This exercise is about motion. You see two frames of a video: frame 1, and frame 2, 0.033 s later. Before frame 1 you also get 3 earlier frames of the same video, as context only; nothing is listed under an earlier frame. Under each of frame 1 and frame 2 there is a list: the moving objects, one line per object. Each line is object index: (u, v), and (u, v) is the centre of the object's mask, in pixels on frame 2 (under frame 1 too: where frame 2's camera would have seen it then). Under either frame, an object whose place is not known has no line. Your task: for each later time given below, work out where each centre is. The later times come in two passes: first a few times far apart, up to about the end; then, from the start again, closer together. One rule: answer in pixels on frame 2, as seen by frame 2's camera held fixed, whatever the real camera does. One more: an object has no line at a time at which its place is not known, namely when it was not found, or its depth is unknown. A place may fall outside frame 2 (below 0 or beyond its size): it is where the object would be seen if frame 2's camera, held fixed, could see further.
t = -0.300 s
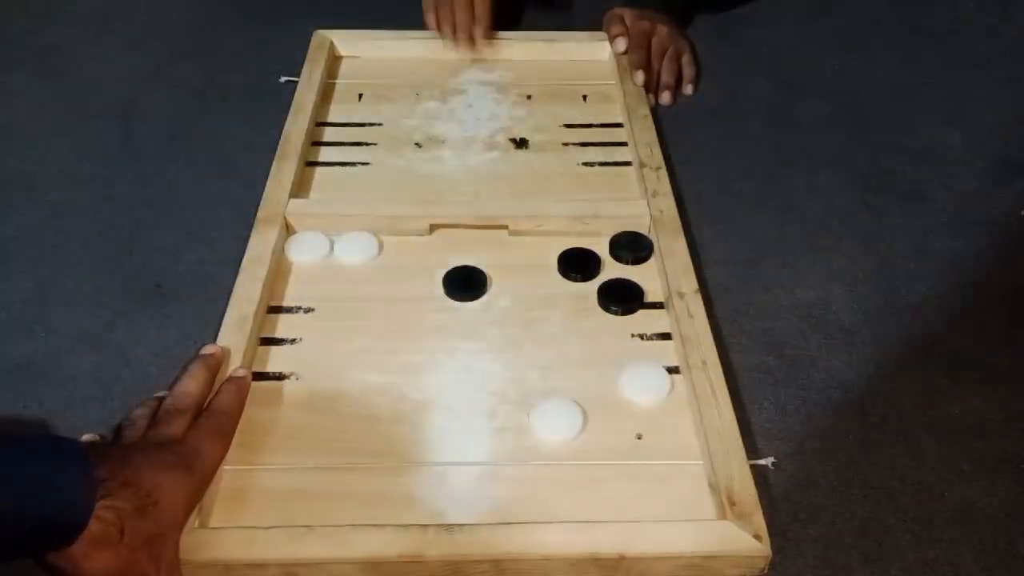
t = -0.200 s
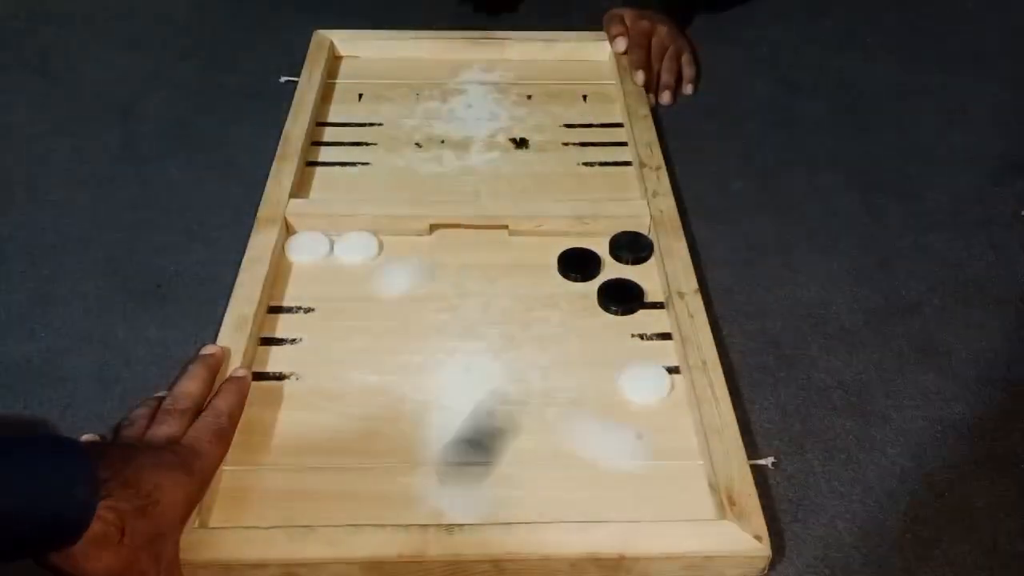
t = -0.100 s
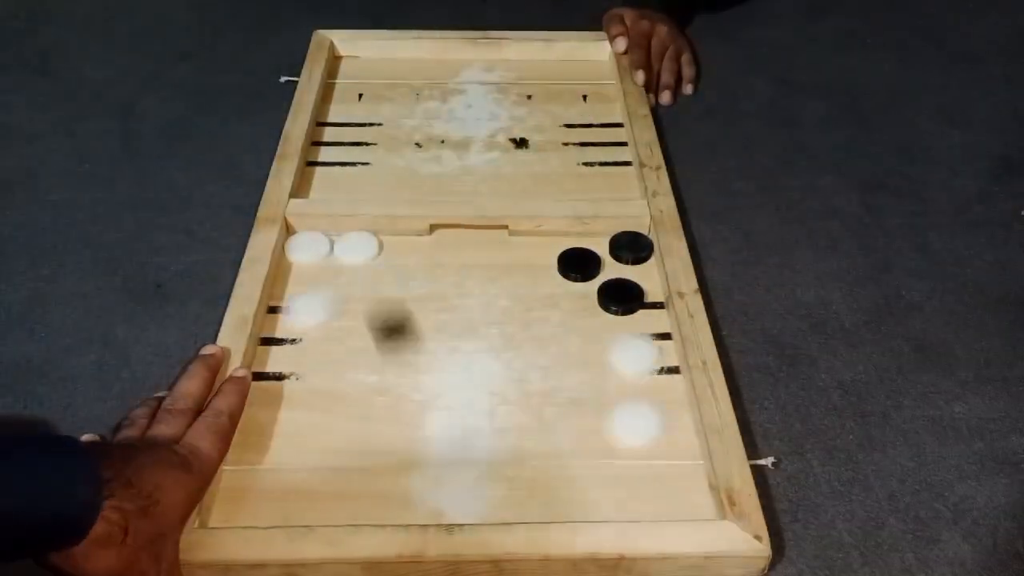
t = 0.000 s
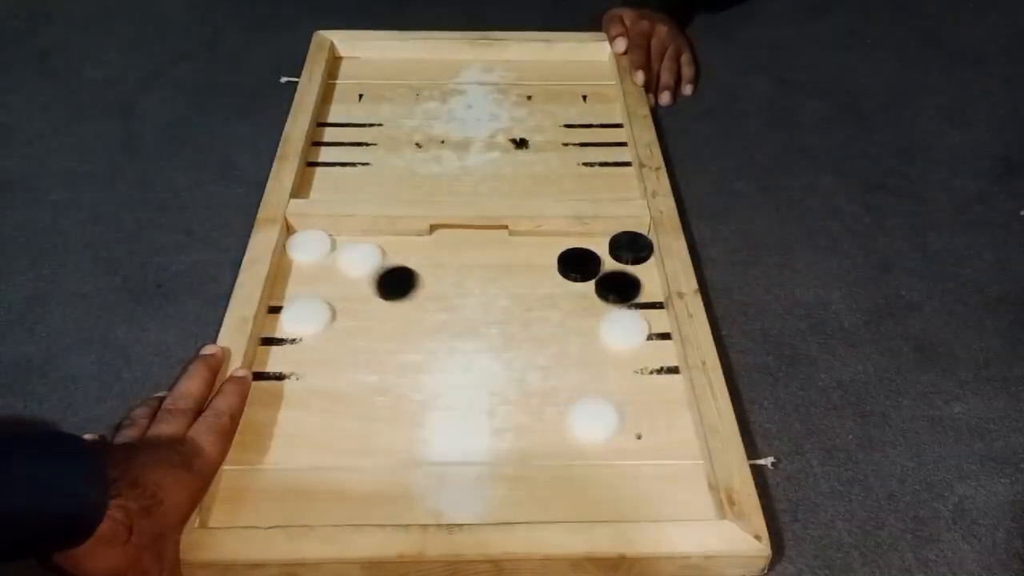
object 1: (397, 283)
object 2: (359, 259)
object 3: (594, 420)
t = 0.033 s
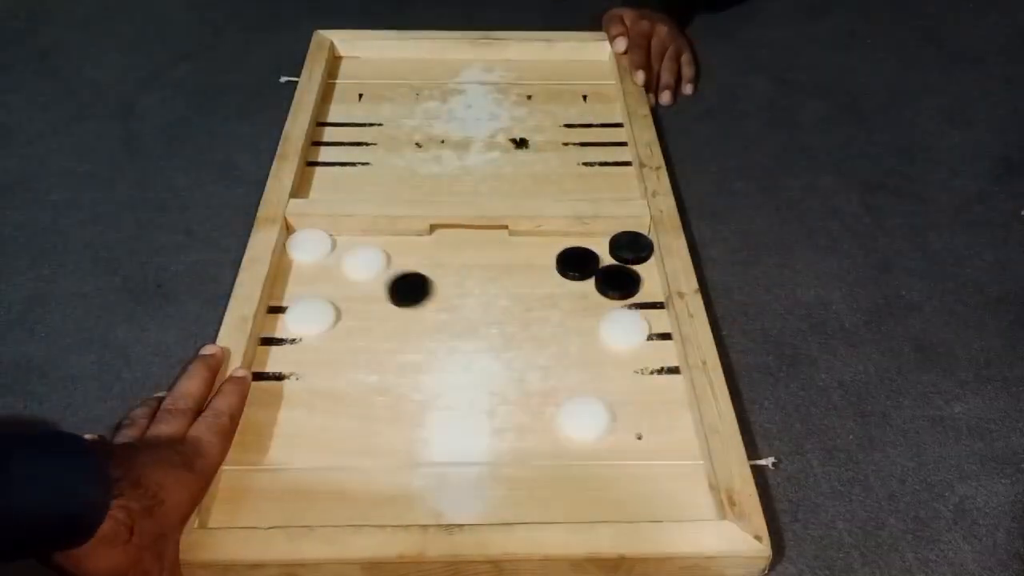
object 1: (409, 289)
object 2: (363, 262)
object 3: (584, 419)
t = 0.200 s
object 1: (438, 313)
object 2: (370, 269)
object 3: (572, 414)
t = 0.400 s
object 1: (446, 317)
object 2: (370, 270)
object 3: (572, 415)
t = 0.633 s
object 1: (446, 317)
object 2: (370, 270)
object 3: (572, 415)
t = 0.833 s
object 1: (446, 317)
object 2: (370, 270)
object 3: (572, 415)
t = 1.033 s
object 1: (446, 317)
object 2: (370, 270)
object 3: (572, 415)
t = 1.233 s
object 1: (447, 317)
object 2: (370, 270)
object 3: (572, 415)
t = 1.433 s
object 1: (446, 317)
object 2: (370, 270)
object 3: (571, 414)
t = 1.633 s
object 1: (447, 317)
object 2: (371, 269)
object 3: (571, 415)
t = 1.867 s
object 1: (447, 317)
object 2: (370, 269)
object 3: (571, 415)
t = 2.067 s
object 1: (447, 317)
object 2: (370, 269)
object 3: (572, 415)
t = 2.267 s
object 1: (447, 317)
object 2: (370, 269)
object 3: (571, 415)
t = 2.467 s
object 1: (447, 317)
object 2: (370, 269)
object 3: (571, 415)
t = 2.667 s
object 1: (447, 317)
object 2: (370, 269)
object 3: (572, 415)
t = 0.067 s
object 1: (419, 295)
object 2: (367, 266)
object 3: (577, 416)
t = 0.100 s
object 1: (426, 301)
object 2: (369, 268)
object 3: (574, 415)
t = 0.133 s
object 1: (431, 306)
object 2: (370, 269)
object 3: (572, 415)
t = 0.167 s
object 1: (435, 310)
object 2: (370, 269)
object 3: (572, 415)
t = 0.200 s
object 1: (438, 313)
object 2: (370, 269)
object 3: (572, 414)
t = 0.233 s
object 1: (441, 315)
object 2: (370, 269)
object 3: (572, 414)
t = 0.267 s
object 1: (444, 317)
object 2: (370, 270)
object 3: (572, 414)
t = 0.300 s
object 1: (446, 317)
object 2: (370, 270)
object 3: (572, 414)
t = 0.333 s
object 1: (446, 317)
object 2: (370, 270)
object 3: (572, 415)
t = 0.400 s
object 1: (446, 317)
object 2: (370, 270)
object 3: (572, 415)
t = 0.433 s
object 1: (446, 317)
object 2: (370, 270)
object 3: (572, 415)
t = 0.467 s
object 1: (446, 317)
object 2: (370, 270)
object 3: (572, 415)
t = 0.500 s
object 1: (446, 317)
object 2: (370, 270)
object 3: (572, 415)
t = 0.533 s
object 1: (446, 317)
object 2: (370, 270)
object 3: (572, 415)
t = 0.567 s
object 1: (446, 317)
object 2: (370, 270)
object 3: (572, 414)
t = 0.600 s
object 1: (446, 317)
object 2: (370, 270)
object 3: (572, 415)
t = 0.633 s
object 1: (446, 317)
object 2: (370, 270)
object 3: (572, 415)
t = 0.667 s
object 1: (446, 317)
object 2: (370, 270)
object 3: (572, 415)
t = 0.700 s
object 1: (446, 317)
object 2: (370, 270)
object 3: (572, 415)
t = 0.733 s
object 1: (446, 317)
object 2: (370, 270)
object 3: (572, 415)
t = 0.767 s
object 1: (446, 317)
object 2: (370, 270)
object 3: (572, 415)
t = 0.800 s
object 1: (446, 317)
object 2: (370, 270)
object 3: (572, 415)
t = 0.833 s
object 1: (446, 317)
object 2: (370, 270)
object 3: (572, 415)
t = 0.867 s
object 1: (447, 317)
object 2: (370, 270)
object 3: (572, 415)
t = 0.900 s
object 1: (447, 317)
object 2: (370, 270)
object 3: (572, 415)
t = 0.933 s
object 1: (447, 317)
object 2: (370, 270)
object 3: (572, 415)
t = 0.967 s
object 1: (446, 317)
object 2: (370, 270)
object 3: (572, 415)
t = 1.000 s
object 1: (446, 317)
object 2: (370, 270)
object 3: (572, 415)
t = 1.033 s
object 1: (446, 317)
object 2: (370, 270)
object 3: (572, 415)
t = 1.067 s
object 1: (447, 317)
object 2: (370, 270)
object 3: (572, 415)
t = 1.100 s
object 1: (447, 317)
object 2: (370, 270)
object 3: (572, 415)
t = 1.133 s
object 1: (447, 317)
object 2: (370, 270)
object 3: (572, 415)
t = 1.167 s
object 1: (447, 317)
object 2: (370, 270)
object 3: (572, 415)
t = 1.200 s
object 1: (447, 317)
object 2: (370, 270)
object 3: (572, 415)
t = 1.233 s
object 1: (447, 317)
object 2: (370, 270)
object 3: (572, 415)
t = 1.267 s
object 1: (447, 317)
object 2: (370, 270)
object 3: (572, 415)
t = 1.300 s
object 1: (447, 317)
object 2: (370, 270)
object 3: (572, 415)
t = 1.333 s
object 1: (447, 317)
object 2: (370, 270)
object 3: (571, 415)
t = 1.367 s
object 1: (447, 317)
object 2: (370, 270)
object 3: (571, 414)
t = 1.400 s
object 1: (447, 317)
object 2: (370, 270)
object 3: (571, 414)
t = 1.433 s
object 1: (446, 317)
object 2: (370, 270)
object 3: (571, 414)
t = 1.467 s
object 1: (446, 317)
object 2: (370, 269)
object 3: (571, 414)
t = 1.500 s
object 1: (446, 317)
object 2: (370, 269)
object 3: (571, 414)
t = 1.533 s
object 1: (447, 317)
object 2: (370, 269)
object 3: (571, 415)
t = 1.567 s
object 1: (446, 317)
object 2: (370, 269)
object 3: (571, 415)
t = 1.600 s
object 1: (447, 317)
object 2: (370, 269)
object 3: (571, 415)
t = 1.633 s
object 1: (447, 317)
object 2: (371, 269)
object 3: (571, 415)
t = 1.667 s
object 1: (447, 317)
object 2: (370, 269)
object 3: (571, 415)
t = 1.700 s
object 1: (447, 317)
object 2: (370, 269)
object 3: (571, 415)
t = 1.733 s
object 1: (447, 317)
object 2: (370, 269)
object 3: (571, 415)
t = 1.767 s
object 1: (447, 317)
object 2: (370, 269)
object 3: (571, 415)
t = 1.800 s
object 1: (447, 317)
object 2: (370, 269)
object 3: (571, 415)
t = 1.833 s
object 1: (446, 317)
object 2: (370, 269)
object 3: (571, 415)
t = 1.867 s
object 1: (447, 317)
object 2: (370, 269)
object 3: (571, 415)
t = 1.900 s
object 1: (447, 317)
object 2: (370, 269)
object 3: (571, 415)
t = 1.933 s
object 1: (447, 317)
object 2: (370, 269)
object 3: (571, 415)
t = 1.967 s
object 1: (446, 317)
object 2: (370, 269)
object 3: (571, 415)
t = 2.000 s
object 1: (447, 317)
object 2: (370, 269)
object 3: (571, 415)
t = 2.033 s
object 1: (447, 317)
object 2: (370, 269)
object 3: (571, 415)
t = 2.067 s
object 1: (447, 317)
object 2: (370, 269)
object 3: (572, 415)
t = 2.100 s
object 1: (447, 317)
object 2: (370, 269)
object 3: (571, 415)
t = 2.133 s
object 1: (447, 317)
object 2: (370, 269)
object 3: (571, 415)
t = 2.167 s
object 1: (447, 317)
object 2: (370, 269)
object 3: (571, 415)
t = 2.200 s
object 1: (447, 317)
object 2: (370, 269)
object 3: (571, 415)
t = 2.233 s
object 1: (447, 317)
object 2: (370, 269)
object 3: (571, 415)
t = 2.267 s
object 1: (447, 317)
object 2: (370, 269)
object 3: (571, 415)
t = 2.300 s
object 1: (447, 317)
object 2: (370, 269)
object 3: (571, 415)
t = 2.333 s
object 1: (446, 317)
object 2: (370, 269)
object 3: (571, 415)
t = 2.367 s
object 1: (447, 317)
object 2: (370, 269)
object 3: (571, 415)
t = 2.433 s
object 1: (447, 317)
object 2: (370, 269)
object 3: (571, 415)
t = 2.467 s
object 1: (447, 317)
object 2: (370, 269)
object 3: (571, 415)
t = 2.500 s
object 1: (447, 317)
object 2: (370, 269)
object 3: (571, 415)
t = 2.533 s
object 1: (447, 317)
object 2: (370, 269)
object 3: (572, 415)
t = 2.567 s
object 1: (447, 317)
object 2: (370, 269)
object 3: (572, 415)
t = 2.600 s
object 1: (447, 317)
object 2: (370, 269)
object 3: (572, 415)
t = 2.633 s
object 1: (447, 317)
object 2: (370, 269)
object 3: (572, 415)
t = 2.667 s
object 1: (447, 317)
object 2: (370, 269)
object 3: (572, 415)
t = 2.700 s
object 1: (447, 317)
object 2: (370, 269)
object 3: (572, 415)
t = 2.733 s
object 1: (447, 317)
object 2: (370, 269)
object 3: (571, 415)
